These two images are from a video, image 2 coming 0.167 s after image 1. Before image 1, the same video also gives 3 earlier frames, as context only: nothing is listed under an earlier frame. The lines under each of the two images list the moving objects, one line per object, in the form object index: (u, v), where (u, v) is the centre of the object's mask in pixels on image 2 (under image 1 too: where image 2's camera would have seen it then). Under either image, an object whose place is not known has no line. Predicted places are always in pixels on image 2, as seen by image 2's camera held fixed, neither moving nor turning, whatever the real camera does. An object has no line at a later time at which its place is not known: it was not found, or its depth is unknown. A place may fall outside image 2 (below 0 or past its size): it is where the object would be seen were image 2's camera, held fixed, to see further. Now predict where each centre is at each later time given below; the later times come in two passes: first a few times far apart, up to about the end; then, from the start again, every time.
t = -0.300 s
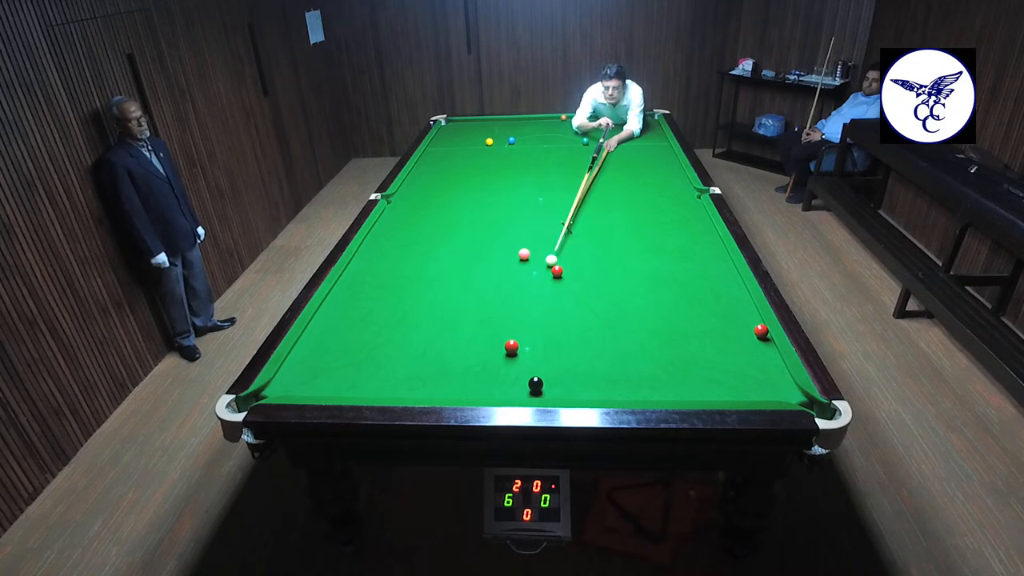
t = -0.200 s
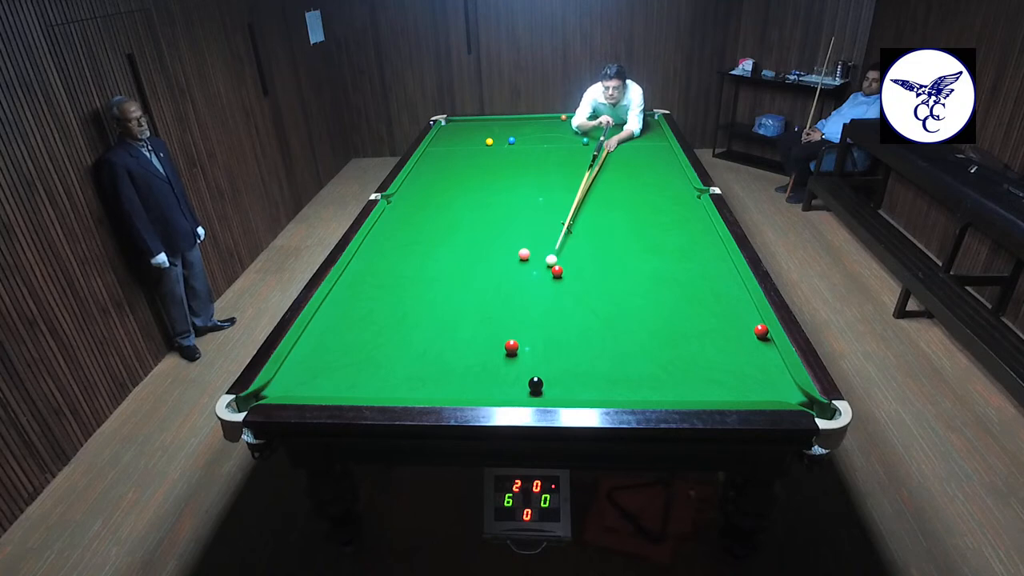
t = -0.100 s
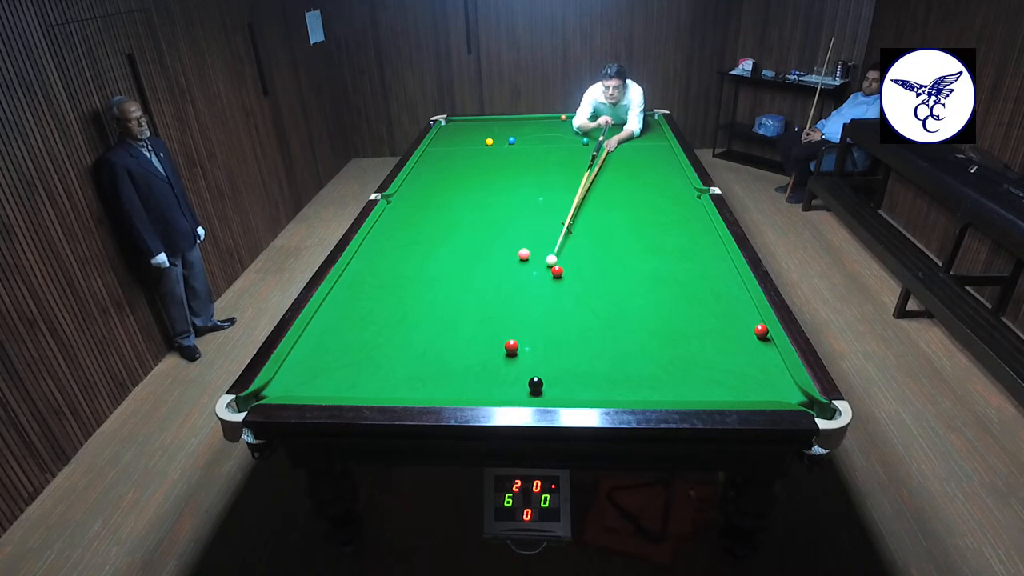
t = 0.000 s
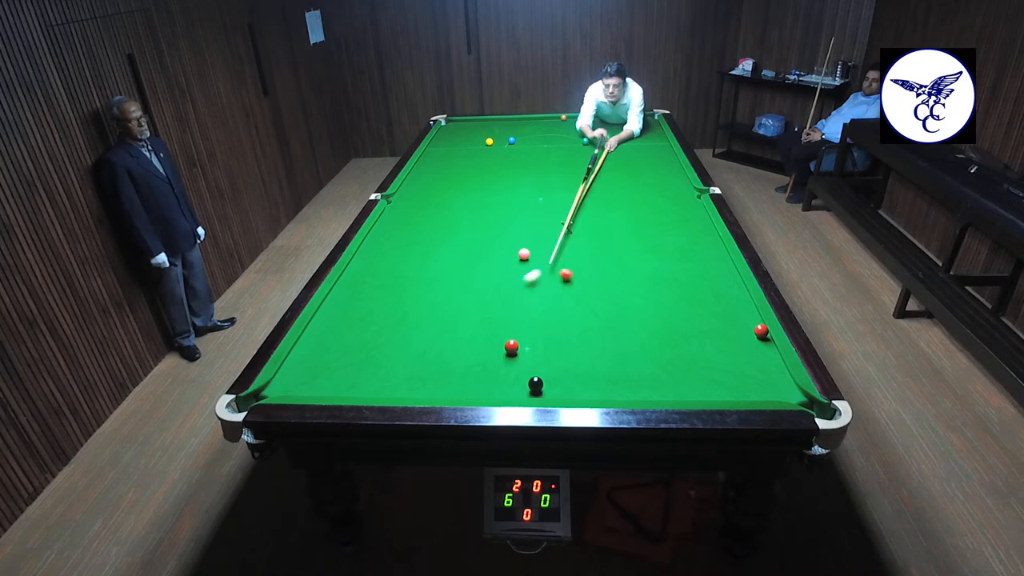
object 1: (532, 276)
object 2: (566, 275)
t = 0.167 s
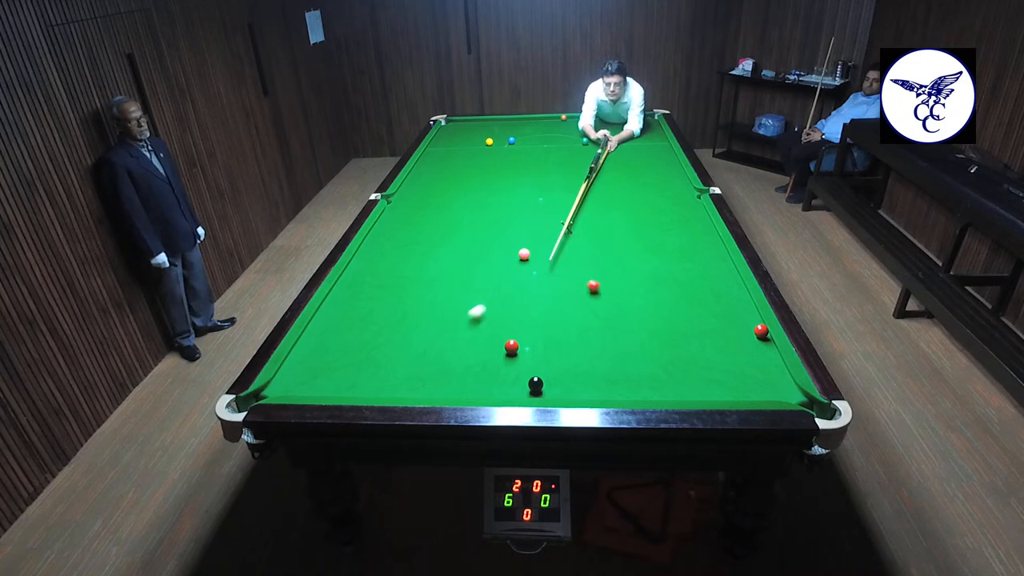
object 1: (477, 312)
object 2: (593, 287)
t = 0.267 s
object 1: (444, 334)
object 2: (609, 293)
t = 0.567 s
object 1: (354, 374)
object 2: (659, 314)
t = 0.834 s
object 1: (336, 331)
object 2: (707, 335)
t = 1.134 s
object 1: (342, 295)
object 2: (765, 359)
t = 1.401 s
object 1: (378, 270)
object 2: (762, 378)
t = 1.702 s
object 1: (413, 246)
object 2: (738, 394)
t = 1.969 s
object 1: (439, 228)
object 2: (710, 388)
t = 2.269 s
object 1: (465, 211)
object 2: (682, 376)
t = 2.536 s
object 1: (485, 197)
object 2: (661, 368)
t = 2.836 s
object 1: (505, 184)
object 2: (640, 360)
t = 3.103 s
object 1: (520, 174)
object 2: (624, 355)
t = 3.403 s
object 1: (535, 164)
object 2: (608, 349)
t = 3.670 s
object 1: (547, 156)
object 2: (596, 346)
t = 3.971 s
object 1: (559, 148)
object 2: (584, 342)
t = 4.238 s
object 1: (568, 141)
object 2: (576, 339)
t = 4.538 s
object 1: (577, 135)
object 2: (569, 337)
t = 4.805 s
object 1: (585, 130)
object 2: (565, 336)
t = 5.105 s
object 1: (592, 125)
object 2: (562, 335)
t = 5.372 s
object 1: (598, 121)
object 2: (561, 335)
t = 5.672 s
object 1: (604, 116)
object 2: (561, 335)
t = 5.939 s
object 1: (609, 118)
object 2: (561, 335)
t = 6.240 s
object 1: (613, 120)
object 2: (561, 335)
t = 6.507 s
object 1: (617, 122)
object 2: (561, 335)
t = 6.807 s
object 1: (620, 123)
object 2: (561, 335)
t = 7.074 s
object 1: (623, 125)
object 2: (561, 335)
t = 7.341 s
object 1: (625, 126)
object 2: (561, 335)
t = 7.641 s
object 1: (628, 127)
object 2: (561, 335)
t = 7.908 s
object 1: (629, 128)
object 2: (561, 335)
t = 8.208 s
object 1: (630, 129)
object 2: (561, 335)
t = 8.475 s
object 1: (631, 130)
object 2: (561, 335)
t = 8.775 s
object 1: (632, 130)
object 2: (561, 335)
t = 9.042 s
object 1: (632, 130)
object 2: (561, 335)
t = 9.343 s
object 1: (632, 130)
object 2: (561, 335)
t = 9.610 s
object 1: (632, 130)
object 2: (561, 335)
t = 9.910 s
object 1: (632, 130)
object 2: (561, 335)
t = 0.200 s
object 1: (466, 319)
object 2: (598, 289)
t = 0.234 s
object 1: (455, 326)
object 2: (603, 291)
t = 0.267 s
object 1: (444, 334)
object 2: (609, 293)
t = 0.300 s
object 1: (432, 342)
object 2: (614, 296)
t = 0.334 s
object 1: (420, 350)
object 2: (620, 298)
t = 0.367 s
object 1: (408, 359)
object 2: (625, 300)
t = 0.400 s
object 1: (394, 367)
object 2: (631, 302)
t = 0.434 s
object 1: (381, 376)
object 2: (636, 305)
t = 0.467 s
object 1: (368, 385)
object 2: (642, 307)
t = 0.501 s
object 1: (357, 388)
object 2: (648, 309)
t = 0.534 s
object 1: (355, 382)
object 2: (653, 312)
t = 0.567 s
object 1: (354, 374)
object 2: (659, 314)
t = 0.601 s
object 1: (351, 367)
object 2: (665, 317)
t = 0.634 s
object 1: (349, 361)
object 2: (671, 319)
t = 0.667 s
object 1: (347, 356)
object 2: (676, 321)
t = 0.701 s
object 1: (344, 350)
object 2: (682, 324)
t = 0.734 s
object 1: (342, 345)
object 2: (688, 327)
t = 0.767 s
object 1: (340, 340)
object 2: (694, 329)
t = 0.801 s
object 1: (338, 335)
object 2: (701, 332)
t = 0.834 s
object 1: (336, 331)
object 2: (707, 335)
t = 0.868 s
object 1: (334, 326)
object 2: (713, 337)
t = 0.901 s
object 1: (331, 322)
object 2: (720, 340)
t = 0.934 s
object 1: (329, 317)
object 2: (726, 343)
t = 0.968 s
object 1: (327, 313)
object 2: (733, 345)
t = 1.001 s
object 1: (326, 309)
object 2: (739, 348)
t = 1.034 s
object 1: (326, 305)
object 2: (745, 351)
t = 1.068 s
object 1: (332, 301)
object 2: (752, 354)
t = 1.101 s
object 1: (337, 298)
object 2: (759, 357)
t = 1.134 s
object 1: (342, 295)
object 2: (765, 359)
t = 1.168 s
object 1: (347, 291)
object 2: (772, 362)
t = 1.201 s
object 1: (352, 288)
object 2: (778, 365)
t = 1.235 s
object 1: (356, 285)
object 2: (775, 367)
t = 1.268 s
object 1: (361, 282)
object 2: (772, 369)
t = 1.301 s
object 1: (365, 279)
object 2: (769, 371)
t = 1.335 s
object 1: (370, 276)
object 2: (767, 373)
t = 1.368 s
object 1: (374, 273)
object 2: (764, 376)
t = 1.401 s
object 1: (378, 270)
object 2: (762, 378)
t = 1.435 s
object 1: (382, 267)
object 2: (759, 379)
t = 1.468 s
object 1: (386, 264)
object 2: (756, 381)
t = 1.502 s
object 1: (390, 261)
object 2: (753, 383)
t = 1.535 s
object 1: (394, 259)
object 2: (751, 386)
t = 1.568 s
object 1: (398, 256)
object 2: (748, 387)
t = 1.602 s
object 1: (402, 254)
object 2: (745, 389)
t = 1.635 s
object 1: (406, 251)
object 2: (743, 391)
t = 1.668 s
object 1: (409, 249)
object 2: (740, 392)
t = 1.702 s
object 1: (413, 246)
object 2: (738, 394)
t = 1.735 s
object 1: (416, 244)
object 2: (734, 394)
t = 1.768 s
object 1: (420, 241)
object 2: (731, 393)
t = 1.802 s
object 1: (423, 239)
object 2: (727, 392)
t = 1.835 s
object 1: (427, 237)
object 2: (724, 391)
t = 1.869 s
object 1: (430, 234)
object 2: (720, 391)
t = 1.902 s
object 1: (433, 232)
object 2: (717, 390)
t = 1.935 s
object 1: (436, 230)
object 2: (714, 389)
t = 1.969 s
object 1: (439, 228)
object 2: (710, 388)
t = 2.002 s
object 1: (442, 226)
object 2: (707, 385)
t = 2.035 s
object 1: (446, 224)
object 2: (704, 384)
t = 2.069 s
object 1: (448, 222)
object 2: (700, 383)
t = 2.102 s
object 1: (451, 220)
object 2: (697, 382)
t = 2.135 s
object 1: (454, 218)
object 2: (694, 380)
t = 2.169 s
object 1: (457, 216)
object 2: (691, 379)
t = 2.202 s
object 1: (460, 214)
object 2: (688, 378)
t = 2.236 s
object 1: (462, 212)
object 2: (685, 377)
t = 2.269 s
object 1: (465, 211)
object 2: (682, 376)
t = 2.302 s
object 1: (468, 209)
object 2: (680, 375)
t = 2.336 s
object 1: (470, 207)
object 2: (677, 374)
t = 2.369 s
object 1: (473, 205)
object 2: (674, 373)
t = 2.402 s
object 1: (475, 204)
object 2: (672, 372)
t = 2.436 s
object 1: (478, 202)
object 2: (669, 371)
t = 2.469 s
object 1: (480, 200)
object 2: (666, 370)
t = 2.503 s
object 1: (482, 199)
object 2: (664, 369)
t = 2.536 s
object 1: (485, 197)
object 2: (661, 368)
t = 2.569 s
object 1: (487, 196)
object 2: (659, 367)
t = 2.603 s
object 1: (489, 194)
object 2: (656, 366)
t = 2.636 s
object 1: (492, 193)
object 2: (654, 365)
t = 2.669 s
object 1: (494, 191)
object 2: (652, 365)
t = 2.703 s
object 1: (496, 190)
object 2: (649, 364)
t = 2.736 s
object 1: (498, 188)
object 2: (647, 363)
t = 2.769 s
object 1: (500, 187)
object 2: (645, 362)
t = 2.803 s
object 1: (502, 186)
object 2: (643, 361)
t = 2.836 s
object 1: (505, 184)
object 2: (640, 360)
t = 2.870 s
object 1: (506, 183)
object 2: (638, 360)
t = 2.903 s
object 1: (509, 182)
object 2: (636, 359)
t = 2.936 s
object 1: (510, 180)
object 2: (634, 358)
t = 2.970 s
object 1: (512, 179)
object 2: (632, 357)
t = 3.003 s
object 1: (514, 178)
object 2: (630, 357)
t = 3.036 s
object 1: (516, 177)
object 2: (628, 356)
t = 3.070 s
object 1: (518, 175)
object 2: (626, 355)
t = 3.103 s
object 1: (520, 174)
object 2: (624, 355)
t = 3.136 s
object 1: (521, 173)
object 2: (622, 354)
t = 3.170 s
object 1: (523, 172)
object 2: (620, 354)
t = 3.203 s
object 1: (525, 171)
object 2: (618, 353)
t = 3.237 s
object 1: (527, 169)
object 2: (616, 352)
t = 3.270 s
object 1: (528, 168)
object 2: (614, 352)
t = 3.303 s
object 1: (530, 167)
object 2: (613, 351)
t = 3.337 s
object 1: (532, 166)
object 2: (611, 350)
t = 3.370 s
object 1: (533, 165)
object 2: (609, 350)
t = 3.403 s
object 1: (535, 164)
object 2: (608, 349)
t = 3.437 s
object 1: (537, 163)
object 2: (606, 349)
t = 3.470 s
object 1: (538, 162)
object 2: (604, 348)
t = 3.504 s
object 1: (540, 161)
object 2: (603, 348)
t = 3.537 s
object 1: (541, 160)
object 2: (602, 347)
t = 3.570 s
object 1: (543, 159)
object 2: (600, 347)
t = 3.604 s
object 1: (544, 158)
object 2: (599, 346)
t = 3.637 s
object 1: (545, 157)
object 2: (597, 346)
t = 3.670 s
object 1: (547, 156)
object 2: (596, 346)
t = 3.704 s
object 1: (548, 155)
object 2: (594, 345)
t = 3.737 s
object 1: (550, 154)
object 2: (593, 345)
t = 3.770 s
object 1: (551, 153)
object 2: (591, 344)
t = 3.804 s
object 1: (552, 152)
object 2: (590, 344)
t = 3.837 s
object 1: (554, 151)
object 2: (589, 343)
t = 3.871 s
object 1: (555, 150)
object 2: (588, 343)
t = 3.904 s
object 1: (556, 149)
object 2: (587, 343)
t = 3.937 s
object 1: (557, 148)
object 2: (585, 342)
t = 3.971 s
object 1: (559, 148)
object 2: (584, 342)
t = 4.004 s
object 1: (560, 147)
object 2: (583, 341)
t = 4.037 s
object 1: (561, 146)
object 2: (582, 341)
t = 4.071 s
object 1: (562, 145)
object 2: (581, 341)
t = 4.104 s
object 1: (564, 144)
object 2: (580, 340)
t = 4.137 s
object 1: (565, 144)
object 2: (579, 340)
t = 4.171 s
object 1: (566, 143)
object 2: (578, 340)
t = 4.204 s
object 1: (567, 142)
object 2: (577, 340)
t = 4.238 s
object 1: (568, 141)
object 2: (576, 339)
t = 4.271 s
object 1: (569, 140)
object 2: (575, 339)
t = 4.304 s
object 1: (570, 140)
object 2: (574, 339)
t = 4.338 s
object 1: (571, 139)
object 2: (574, 339)
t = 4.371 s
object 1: (572, 138)
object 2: (573, 339)
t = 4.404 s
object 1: (573, 138)
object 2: (572, 338)
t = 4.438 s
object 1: (574, 137)
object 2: (571, 338)
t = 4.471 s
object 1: (575, 136)
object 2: (571, 338)
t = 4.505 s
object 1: (576, 136)
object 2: (570, 338)
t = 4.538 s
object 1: (577, 135)
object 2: (569, 337)
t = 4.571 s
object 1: (578, 134)
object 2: (568, 337)
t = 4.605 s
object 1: (579, 134)
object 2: (568, 337)
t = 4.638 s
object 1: (580, 133)
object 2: (567, 337)
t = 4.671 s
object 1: (581, 132)
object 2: (567, 337)
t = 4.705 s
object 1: (582, 132)
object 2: (566, 337)
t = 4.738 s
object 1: (583, 131)
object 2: (566, 337)
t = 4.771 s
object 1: (584, 130)
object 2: (565, 336)
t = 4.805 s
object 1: (585, 130)
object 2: (565, 336)
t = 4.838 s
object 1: (585, 129)
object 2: (564, 336)
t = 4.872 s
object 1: (586, 129)
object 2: (564, 336)
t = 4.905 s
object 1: (587, 128)
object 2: (563, 336)
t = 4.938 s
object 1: (588, 128)
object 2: (563, 336)
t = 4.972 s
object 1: (589, 127)
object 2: (563, 336)
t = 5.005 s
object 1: (590, 126)
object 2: (562, 336)
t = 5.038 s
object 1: (591, 126)
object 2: (562, 335)
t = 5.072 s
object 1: (591, 125)
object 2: (562, 336)
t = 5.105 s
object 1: (592, 125)
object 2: (562, 335)
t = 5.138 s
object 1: (593, 124)
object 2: (562, 336)
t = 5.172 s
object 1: (594, 124)
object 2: (561, 335)
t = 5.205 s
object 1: (594, 123)
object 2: (561, 335)
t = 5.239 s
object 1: (595, 123)
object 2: (561, 335)
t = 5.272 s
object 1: (596, 122)
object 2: (561, 335)
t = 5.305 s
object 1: (597, 122)
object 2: (561, 335)
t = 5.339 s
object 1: (597, 121)
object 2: (561, 335)
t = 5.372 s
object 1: (598, 121)
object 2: (561, 335)
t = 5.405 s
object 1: (599, 120)
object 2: (561, 335)
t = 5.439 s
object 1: (599, 120)
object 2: (561, 335)
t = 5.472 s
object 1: (600, 119)
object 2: (561, 335)
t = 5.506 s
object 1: (601, 119)
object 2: (561, 335)
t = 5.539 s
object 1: (602, 118)
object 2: (561, 335)
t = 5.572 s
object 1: (602, 118)
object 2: (561, 335)
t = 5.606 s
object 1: (603, 117)
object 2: (561, 335)
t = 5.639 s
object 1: (604, 117)
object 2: (561, 335)
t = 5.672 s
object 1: (604, 116)
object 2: (561, 335)
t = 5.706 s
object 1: (605, 116)
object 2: (561, 335)
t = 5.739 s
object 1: (605, 116)
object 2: (561, 335)
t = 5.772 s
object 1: (606, 116)
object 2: (561, 335)
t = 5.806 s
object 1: (607, 117)
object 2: (561, 335)
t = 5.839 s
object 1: (607, 117)
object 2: (561, 335)
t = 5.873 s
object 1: (608, 117)
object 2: (561, 335)
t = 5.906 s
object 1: (608, 117)
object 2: (561, 335)
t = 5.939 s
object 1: (609, 118)
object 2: (561, 335)
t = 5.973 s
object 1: (609, 118)
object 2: (561, 335)
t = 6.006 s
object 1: (610, 118)
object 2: (561, 335)
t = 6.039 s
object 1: (610, 118)
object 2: (561, 335)
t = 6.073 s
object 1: (611, 119)
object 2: (561, 335)
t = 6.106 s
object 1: (611, 119)
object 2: (561, 335)
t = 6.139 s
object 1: (612, 119)
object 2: (561, 335)
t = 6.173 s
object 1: (612, 119)
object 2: (561, 335)
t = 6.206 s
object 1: (613, 120)
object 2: (561, 335)
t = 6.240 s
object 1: (613, 120)
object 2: (561, 335)
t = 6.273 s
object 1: (614, 120)
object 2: (561, 335)
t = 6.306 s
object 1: (614, 120)
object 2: (561, 335)
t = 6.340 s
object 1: (614, 121)
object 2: (561, 335)
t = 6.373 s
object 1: (615, 121)
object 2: (561, 335)
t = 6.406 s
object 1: (615, 121)
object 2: (561, 335)
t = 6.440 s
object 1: (616, 121)
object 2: (561, 335)
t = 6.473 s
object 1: (616, 121)
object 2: (561, 335)
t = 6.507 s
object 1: (617, 122)
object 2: (561, 335)
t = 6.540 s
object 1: (617, 122)
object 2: (561, 335)
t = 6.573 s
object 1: (617, 122)
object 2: (561, 335)
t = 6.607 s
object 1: (618, 122)
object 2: (561, 335)
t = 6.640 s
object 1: (618, 123)
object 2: (561, 335)
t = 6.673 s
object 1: (618, 123)
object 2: (561, 335)
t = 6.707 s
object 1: (619, 123)
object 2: (561, 335)
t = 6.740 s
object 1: (619, 123)
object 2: (561, 335)
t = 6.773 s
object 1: (620, 123)
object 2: (561, 335)
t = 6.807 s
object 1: (620, 123)
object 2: (561, 335)
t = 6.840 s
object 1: (620, 124)
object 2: (561, 335)
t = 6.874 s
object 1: (621, 124)
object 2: (561, 335)
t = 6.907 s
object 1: (621, 124)
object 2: (561, 335)
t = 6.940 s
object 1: (622, 124)
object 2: (561, 335)
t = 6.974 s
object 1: (622, 124)
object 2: (561, 335)
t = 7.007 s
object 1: (622, 125)
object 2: (561, 335)
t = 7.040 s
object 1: (623, 125)
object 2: (561, 335)
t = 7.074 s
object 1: (623, 125)
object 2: (561, 335)
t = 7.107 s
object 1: (623, 125)
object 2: (561, 335)
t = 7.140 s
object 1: (623, 125)
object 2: (561, 335)
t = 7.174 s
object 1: (624, 125)
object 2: (561, 335)
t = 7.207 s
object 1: (624, 126)
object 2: (561, 335)
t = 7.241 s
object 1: (625, 126)
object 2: (561, 335)
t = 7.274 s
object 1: (625, 126)
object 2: (561, 335)
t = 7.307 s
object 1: (625, 126)
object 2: (561, 335)
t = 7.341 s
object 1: (625, 126)
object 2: (561, 335)
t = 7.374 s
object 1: (626, 126)
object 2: (561, 335)
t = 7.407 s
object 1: (626, 126)
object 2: (561, 335)
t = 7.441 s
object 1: (626, 127)
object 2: (561, 335)
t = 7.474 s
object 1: (626, 127)
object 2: (561, 335)
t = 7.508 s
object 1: (627, 127)
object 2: (561, 335)
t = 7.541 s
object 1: (627, 127)
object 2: (561, 335)
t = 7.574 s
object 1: (627, 127)
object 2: (561, 335)
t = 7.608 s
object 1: (627, 127)
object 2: (561, 335)
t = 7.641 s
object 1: (628, 127)
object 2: (561, 335)
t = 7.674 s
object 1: (628, 128)
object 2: (561, 335)
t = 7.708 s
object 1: (628, 128)
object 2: (561, 335)
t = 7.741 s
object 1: (628, 128)
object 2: (561, 335)
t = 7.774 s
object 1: (628, 128)
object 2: (561, 335)
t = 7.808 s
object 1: (629, 128)
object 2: (561, 335)
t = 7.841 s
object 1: (629, 128)
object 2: (561, 335)
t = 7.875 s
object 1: (629, 128)
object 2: (561, 335)
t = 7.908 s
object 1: (629, 128)
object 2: (561, 335)
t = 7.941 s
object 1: (629, 128)
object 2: (561, 335)
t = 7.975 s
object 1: (629, 128)
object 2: (561, 335)
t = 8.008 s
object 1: (630, 128)
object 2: (561, 335)
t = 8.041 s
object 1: (630, 129)
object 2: (561, 335)
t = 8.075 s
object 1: (630, 129)
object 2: (561, 335)
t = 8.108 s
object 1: (630, 129)
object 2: (561, 335)
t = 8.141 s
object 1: (630, 129)
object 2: (561, 335)
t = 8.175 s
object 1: (630, 129)
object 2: (561, 335)
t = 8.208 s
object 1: (630, 129)
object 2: (561, 335)
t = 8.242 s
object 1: (631, 129)
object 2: (561, 335)
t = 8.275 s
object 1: (631, 129)
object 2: (561, 335)
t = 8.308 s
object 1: (631, 129)
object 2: (561, 335)
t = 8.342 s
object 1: (631, 129)
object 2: (561, 335)
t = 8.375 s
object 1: (631, 129)
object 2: (561, 335)
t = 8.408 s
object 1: (631, 129)
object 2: (561, 335)
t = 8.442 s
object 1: (631, 130)
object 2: (561, 335)
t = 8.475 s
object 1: (631, 130)
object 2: (561, 335)
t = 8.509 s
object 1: (631, 130)
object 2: (561, 335)
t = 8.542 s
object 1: (631, 130)
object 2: (561, 335)
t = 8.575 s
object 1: (631, 130)
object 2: (561, 335)
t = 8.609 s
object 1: (631, 130)
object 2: (561, 335)
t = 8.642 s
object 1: (632, 130)
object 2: (561, 335)
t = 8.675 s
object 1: (632, 130)
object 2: (561, 335)
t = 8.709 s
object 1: (632, 130)
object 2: (561, 335)
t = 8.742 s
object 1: (632, 130)
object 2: (561, 335)
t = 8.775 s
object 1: (632, 130)
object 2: (561, 335)
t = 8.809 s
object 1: (632, 130)
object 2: (561, 335)
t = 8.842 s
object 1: (632, 130)
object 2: (561, 335)
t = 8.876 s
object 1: (632, 130)
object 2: (561, 335)
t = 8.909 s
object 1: (632, 130)
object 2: (561, 335)
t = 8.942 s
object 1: (632, 130)
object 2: (561, 335)
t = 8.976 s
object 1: (632, 130)
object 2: (561, 335)
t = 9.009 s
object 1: (632, 130)
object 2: (561, 335)
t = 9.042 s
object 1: (632, 130)
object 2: (561, 335)
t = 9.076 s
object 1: (632, 130)
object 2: (561, 335)
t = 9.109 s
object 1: (632, 130)
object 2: (561, 335)
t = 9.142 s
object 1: (632, 130)
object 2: (561, 335)
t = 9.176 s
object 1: (632, 130)
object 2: (561, 335)
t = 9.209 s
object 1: (632, 130)
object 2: (561, 335)
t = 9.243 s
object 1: (632, 130)
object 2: (561, 335)
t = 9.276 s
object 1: (632, 130)
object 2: (561, 335)
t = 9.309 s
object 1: (632, 130)
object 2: (561, 335)
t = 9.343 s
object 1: (632, 130)
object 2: (561, 335)
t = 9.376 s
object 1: (632, 130)
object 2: (561, 335)
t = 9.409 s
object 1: (632, 130)
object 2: (561, 335)
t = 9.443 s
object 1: (632, 130)
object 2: (561, 335)
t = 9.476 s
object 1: (632, 130)
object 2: (561, 335)
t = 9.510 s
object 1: (632, 130)
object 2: (561, 335)
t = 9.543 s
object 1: (632, 130)
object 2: (561, 335)
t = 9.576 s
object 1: (632, 130)
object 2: (561, 335)
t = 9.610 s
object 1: (632, 130)
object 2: (561, 335)
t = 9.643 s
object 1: (632, 130)
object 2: (561, 335)
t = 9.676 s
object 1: (632, 130)
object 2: (561, 335)
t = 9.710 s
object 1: (632, 130)
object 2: (561, 335)
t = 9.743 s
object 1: (632, 130)
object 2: (561, 335)
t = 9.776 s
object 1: (632, 130)
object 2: (561, 335)
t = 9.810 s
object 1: (632, 130)
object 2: (561, 335)
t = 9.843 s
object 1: (632, 130)
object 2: (561, 335)
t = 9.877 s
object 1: (632, 130)
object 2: (561, 335)
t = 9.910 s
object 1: (632, 130)
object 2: (561, 335)
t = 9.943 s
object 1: (632, 130)
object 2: (561, 335)
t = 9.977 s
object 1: (632, 130)
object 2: (561, 335)
